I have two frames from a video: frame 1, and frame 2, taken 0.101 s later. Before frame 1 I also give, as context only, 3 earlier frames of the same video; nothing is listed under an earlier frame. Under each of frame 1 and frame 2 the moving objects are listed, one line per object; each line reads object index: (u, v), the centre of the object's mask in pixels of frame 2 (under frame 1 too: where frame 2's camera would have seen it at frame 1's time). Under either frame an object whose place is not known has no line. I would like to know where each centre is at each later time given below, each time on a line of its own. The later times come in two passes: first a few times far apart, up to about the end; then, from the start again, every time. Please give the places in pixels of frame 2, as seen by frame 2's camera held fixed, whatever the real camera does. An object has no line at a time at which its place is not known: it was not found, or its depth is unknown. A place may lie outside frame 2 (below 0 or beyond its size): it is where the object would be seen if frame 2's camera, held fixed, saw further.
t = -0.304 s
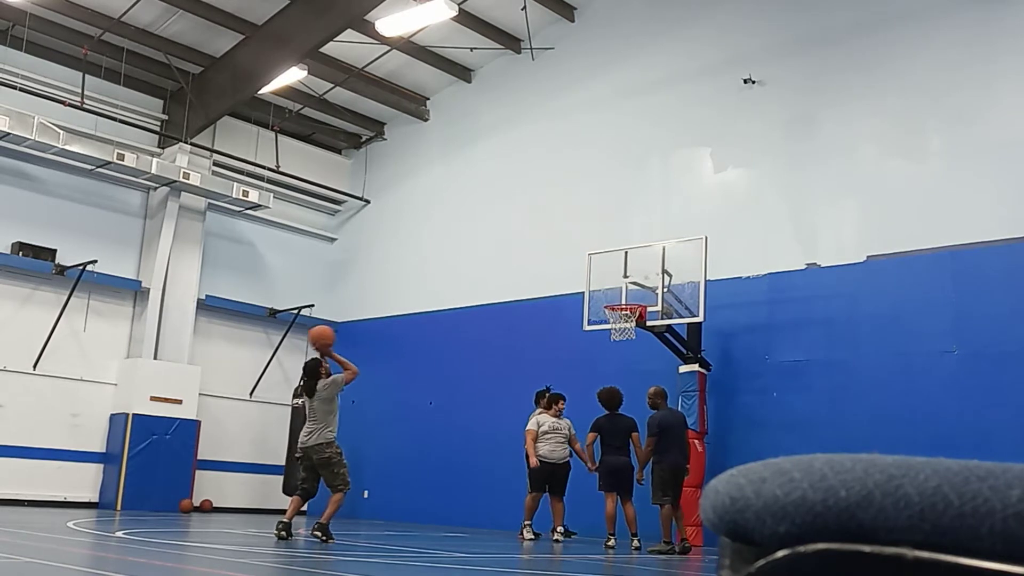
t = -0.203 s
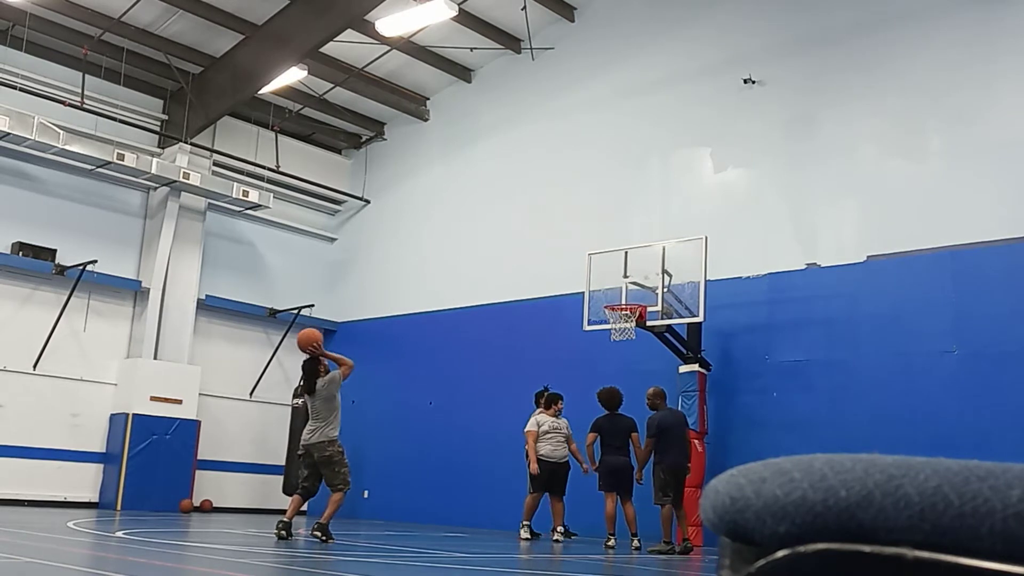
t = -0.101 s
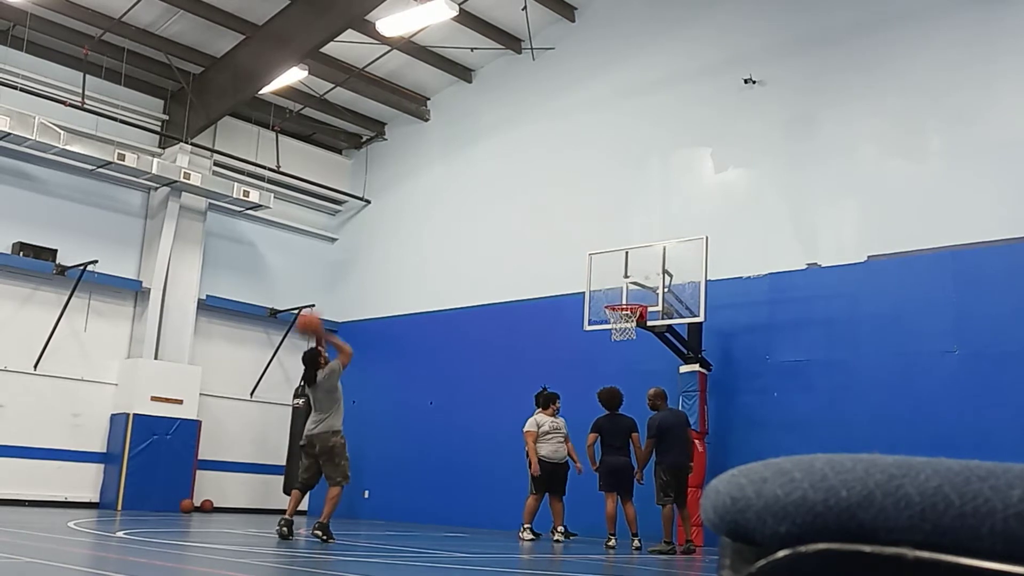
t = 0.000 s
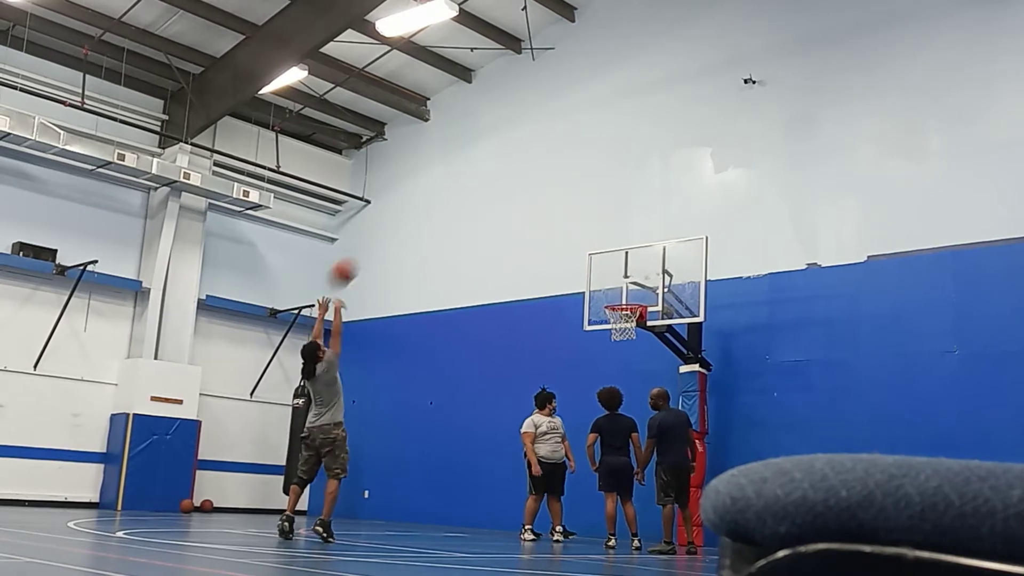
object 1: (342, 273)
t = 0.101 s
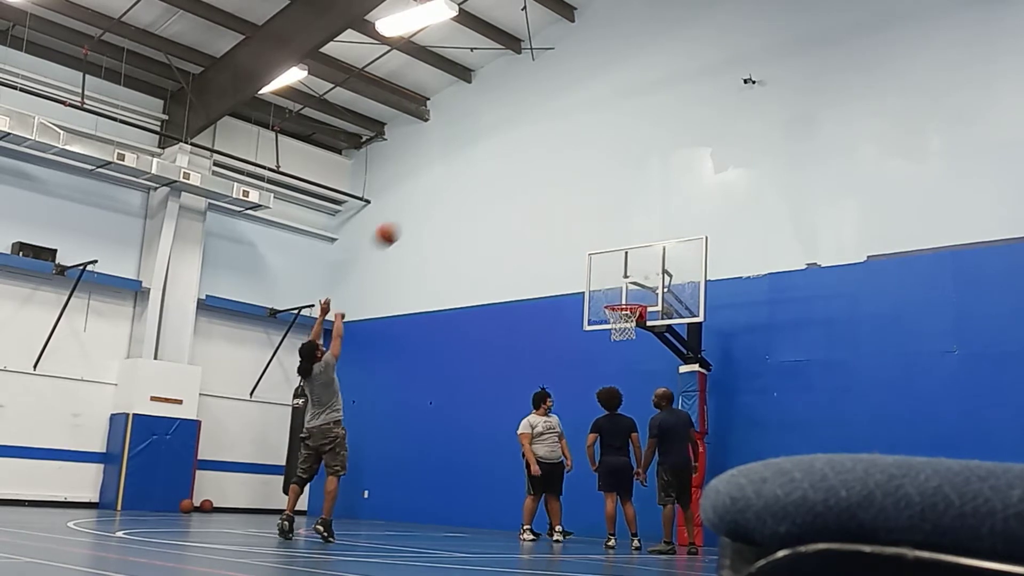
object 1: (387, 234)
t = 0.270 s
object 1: (448, 199)
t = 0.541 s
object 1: (527, 198)
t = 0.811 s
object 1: (591, 250)
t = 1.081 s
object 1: (628, 288)
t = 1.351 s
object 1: (614, 258)
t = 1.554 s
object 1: (602, 272)
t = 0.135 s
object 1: (400, 225)
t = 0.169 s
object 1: (413, 217)
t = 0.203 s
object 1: (425, 210)
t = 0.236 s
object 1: (437, 204)
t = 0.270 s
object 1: (448, 199)
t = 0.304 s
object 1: (460, 196)
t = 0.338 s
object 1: (470, 193)
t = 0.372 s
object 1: (481, 192)
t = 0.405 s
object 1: (490, 192)
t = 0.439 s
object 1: (500, 192)
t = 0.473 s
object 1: (509, 193)
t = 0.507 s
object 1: (518, 195)
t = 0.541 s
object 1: (527, 198)
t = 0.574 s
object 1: (536, 202)
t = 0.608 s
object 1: (545, 207)
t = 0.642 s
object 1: (553, 212)
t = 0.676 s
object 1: (561, 219)
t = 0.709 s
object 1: (569, 226)
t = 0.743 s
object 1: (577, 233)
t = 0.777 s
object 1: (584, 241)
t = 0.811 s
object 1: (591, 250)
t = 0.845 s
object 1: (598, 261)
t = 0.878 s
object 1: (605, 271)
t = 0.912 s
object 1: (611, 282)
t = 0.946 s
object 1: (618, 294)
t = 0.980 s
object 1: (624, 299)
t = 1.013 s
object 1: (628, 298)
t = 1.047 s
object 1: (630, 296)
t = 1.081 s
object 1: (628, 288)
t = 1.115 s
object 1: (626, 281)
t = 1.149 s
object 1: (625, 275)
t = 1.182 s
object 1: (623, 271)
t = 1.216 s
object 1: (622, 266)
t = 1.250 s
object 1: (620, 263)
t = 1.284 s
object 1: (618, 260)
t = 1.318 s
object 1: (616, 258)
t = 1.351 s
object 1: (614, 258)
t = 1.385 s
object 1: (612, 258)
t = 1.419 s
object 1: (610, 259)
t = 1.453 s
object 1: (608, 261)
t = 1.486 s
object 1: (606, 264)
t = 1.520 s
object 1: (604, 267)
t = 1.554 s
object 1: (602, 272)
